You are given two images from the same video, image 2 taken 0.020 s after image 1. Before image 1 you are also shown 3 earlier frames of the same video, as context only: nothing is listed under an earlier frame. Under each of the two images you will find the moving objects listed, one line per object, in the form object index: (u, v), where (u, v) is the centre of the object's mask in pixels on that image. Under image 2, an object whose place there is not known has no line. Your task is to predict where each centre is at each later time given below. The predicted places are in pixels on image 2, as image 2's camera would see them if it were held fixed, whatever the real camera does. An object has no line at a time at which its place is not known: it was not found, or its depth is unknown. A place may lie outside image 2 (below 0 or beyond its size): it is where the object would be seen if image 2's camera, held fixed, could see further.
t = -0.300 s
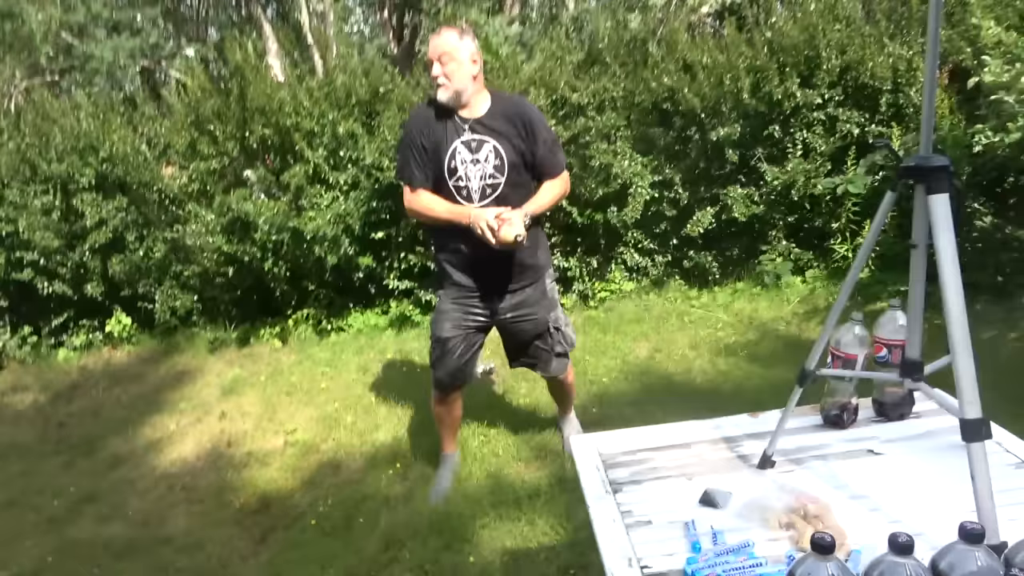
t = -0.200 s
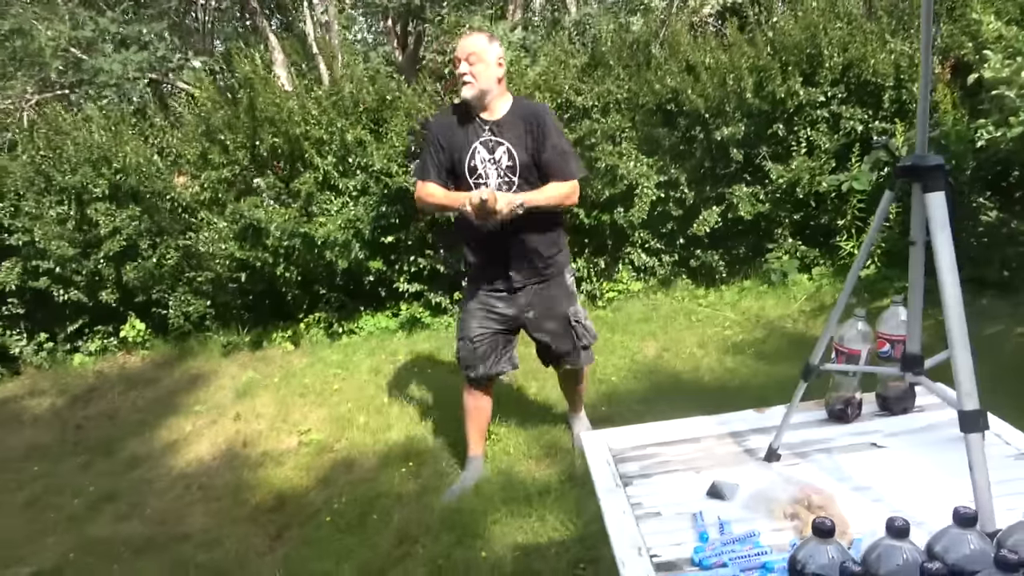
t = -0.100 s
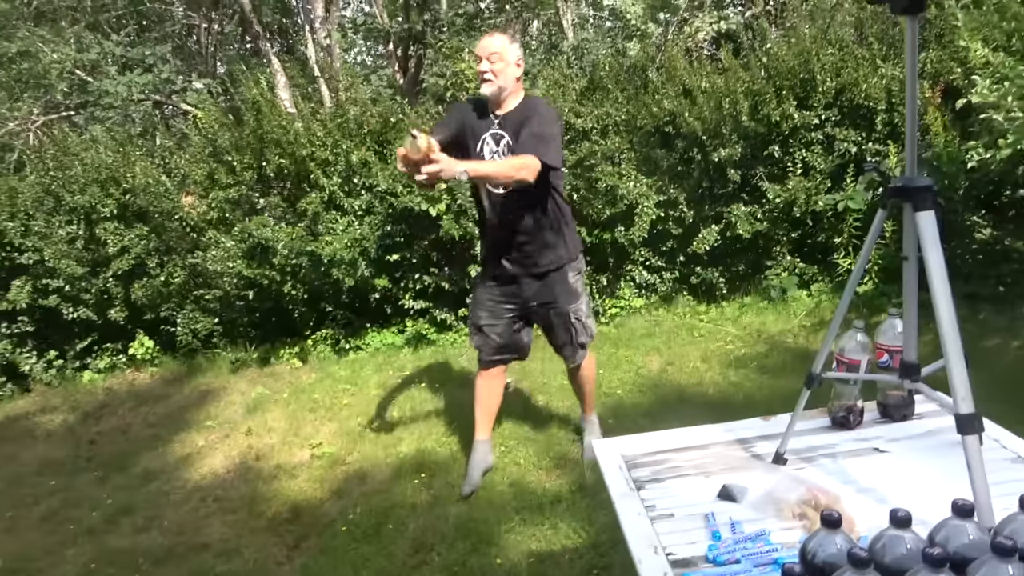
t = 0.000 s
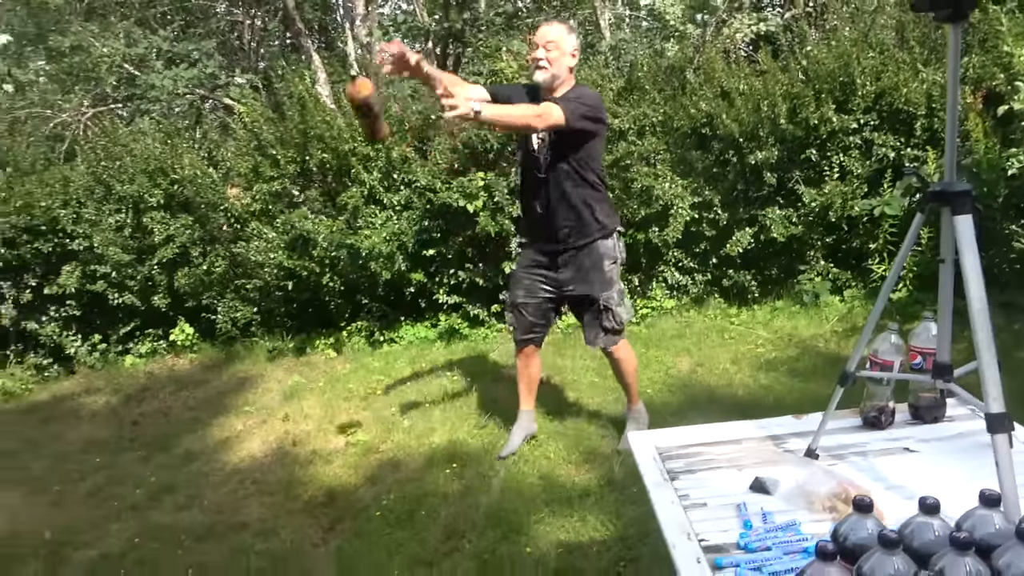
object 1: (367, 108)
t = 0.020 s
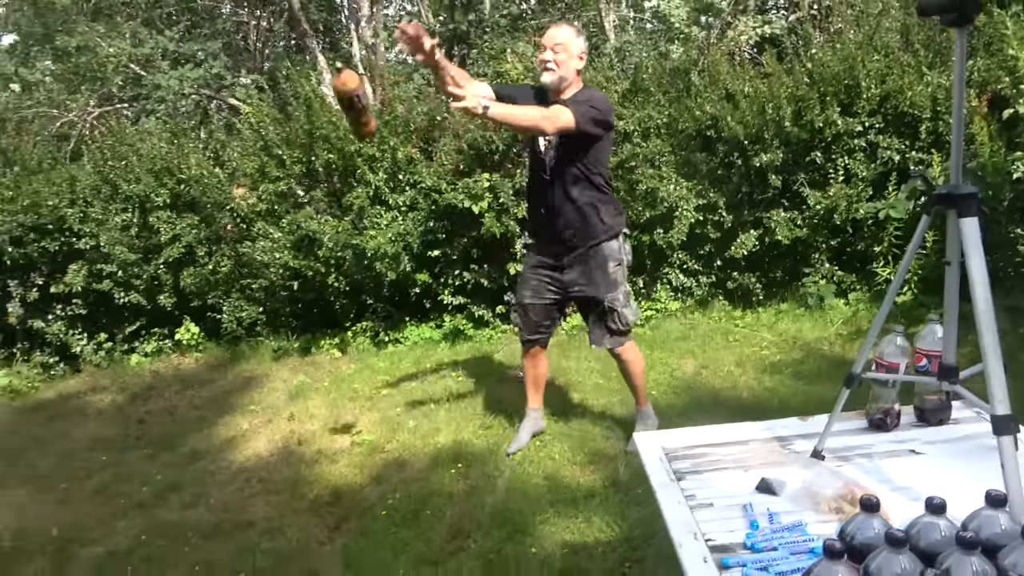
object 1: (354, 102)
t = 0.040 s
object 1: (332, 96)
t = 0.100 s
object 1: (265, 85)
